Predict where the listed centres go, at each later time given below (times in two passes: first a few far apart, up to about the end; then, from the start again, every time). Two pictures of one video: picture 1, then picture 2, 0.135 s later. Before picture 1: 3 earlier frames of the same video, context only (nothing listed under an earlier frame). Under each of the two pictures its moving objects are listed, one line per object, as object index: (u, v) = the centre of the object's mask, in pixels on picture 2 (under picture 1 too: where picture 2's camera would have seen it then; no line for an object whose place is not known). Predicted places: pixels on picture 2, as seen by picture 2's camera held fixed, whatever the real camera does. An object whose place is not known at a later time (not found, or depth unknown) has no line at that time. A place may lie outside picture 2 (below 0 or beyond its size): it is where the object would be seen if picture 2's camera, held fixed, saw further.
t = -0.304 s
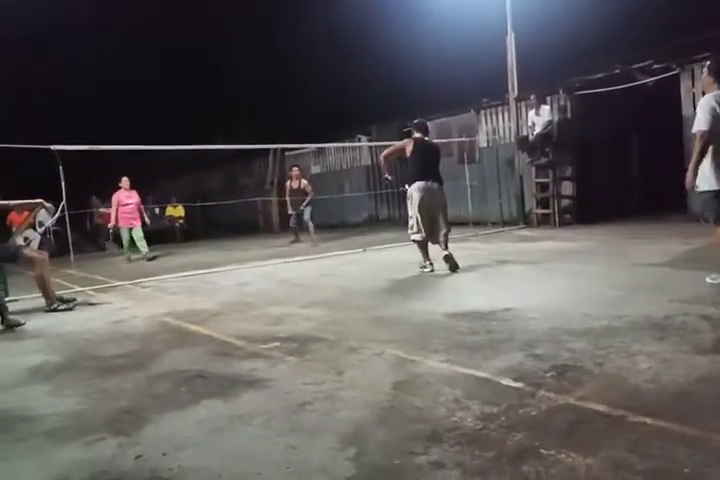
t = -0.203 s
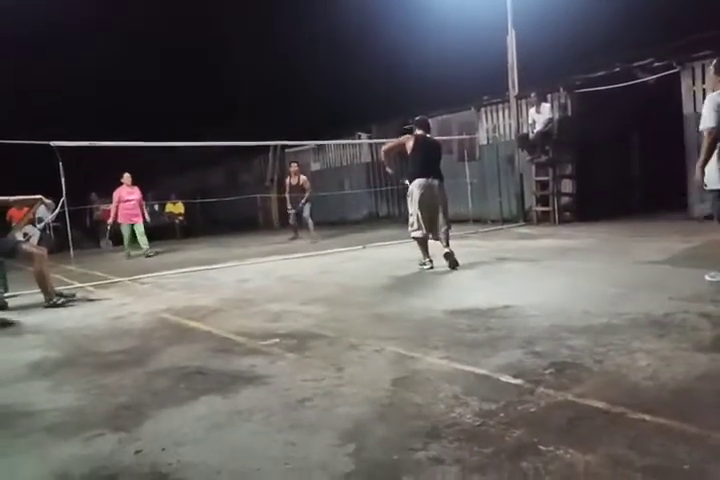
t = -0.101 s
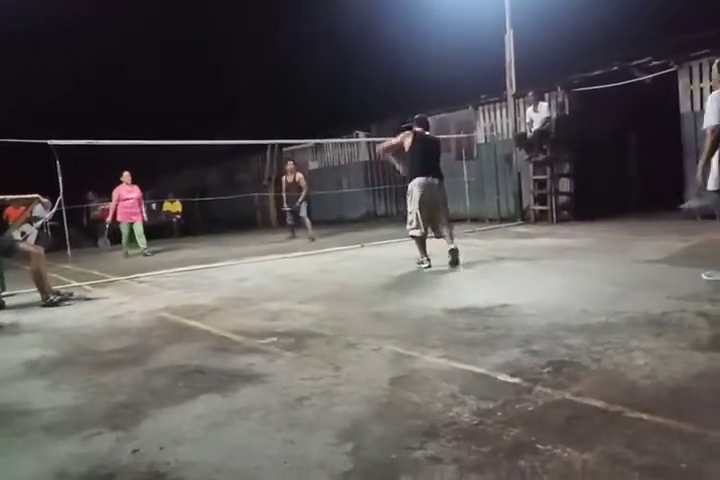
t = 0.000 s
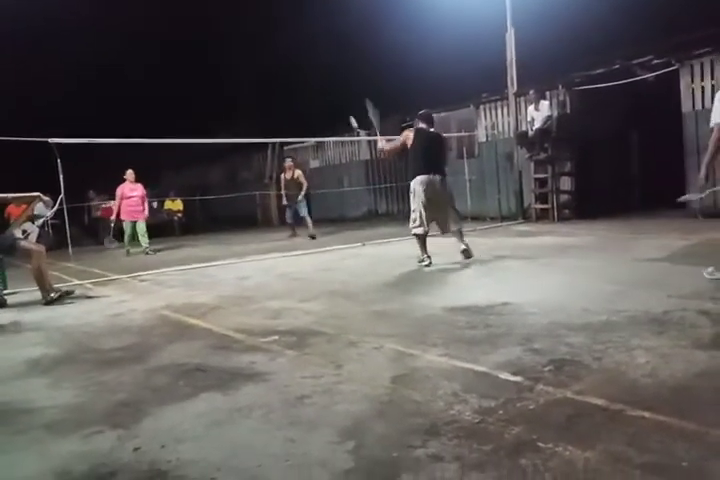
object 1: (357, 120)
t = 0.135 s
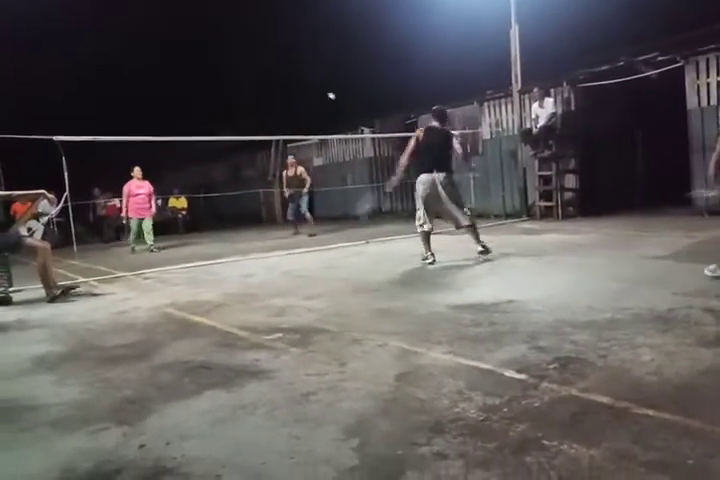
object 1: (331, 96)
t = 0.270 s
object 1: (315, 90)
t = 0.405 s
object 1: (304, 96)
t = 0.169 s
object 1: (326, 92)
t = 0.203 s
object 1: (322, 91)
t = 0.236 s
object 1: (319, 91)
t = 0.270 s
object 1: (315, 90)
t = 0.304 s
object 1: (312, 91)
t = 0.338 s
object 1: (310, 92)
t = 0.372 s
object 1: (307, 93)
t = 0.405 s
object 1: (304, 96)
